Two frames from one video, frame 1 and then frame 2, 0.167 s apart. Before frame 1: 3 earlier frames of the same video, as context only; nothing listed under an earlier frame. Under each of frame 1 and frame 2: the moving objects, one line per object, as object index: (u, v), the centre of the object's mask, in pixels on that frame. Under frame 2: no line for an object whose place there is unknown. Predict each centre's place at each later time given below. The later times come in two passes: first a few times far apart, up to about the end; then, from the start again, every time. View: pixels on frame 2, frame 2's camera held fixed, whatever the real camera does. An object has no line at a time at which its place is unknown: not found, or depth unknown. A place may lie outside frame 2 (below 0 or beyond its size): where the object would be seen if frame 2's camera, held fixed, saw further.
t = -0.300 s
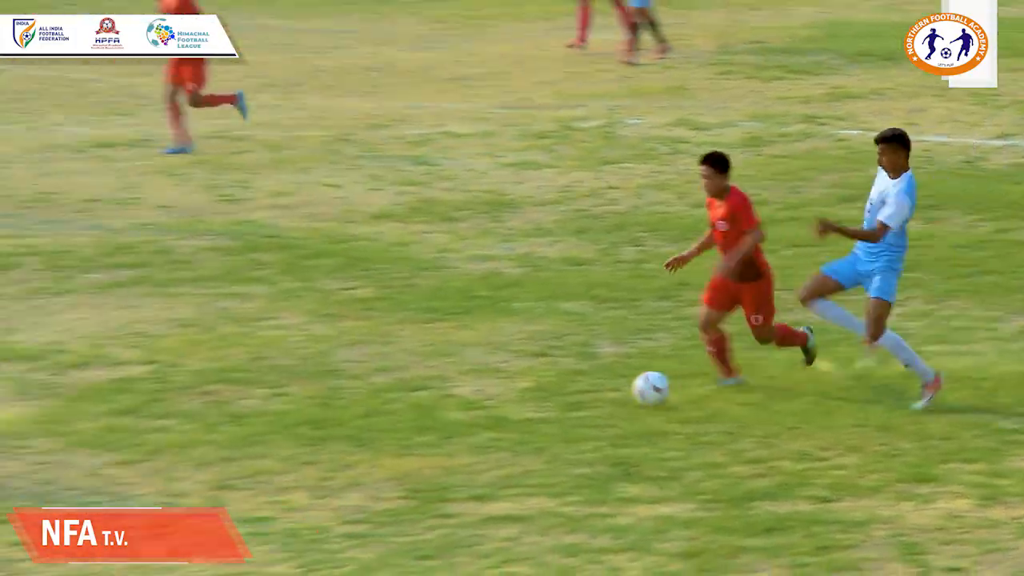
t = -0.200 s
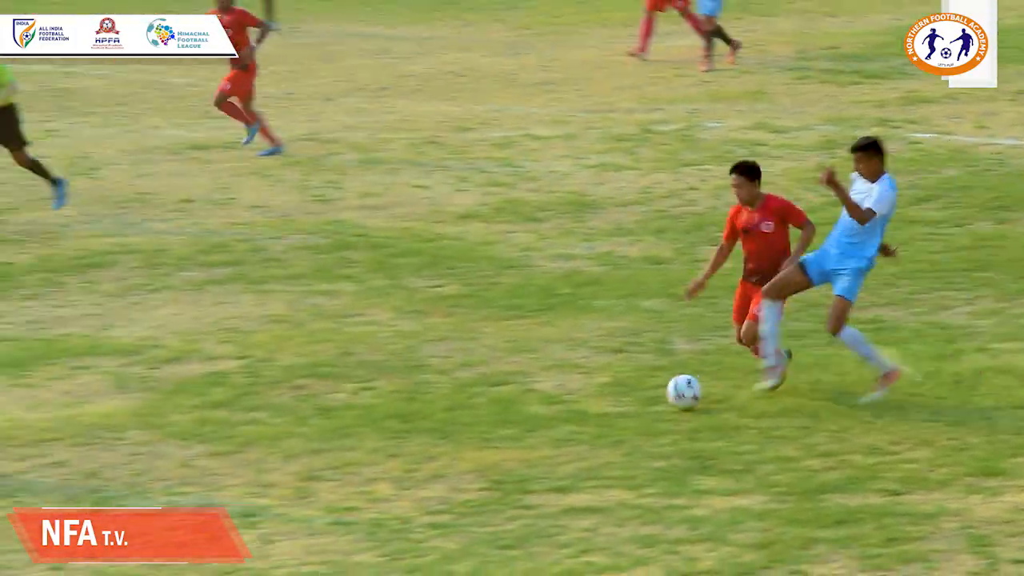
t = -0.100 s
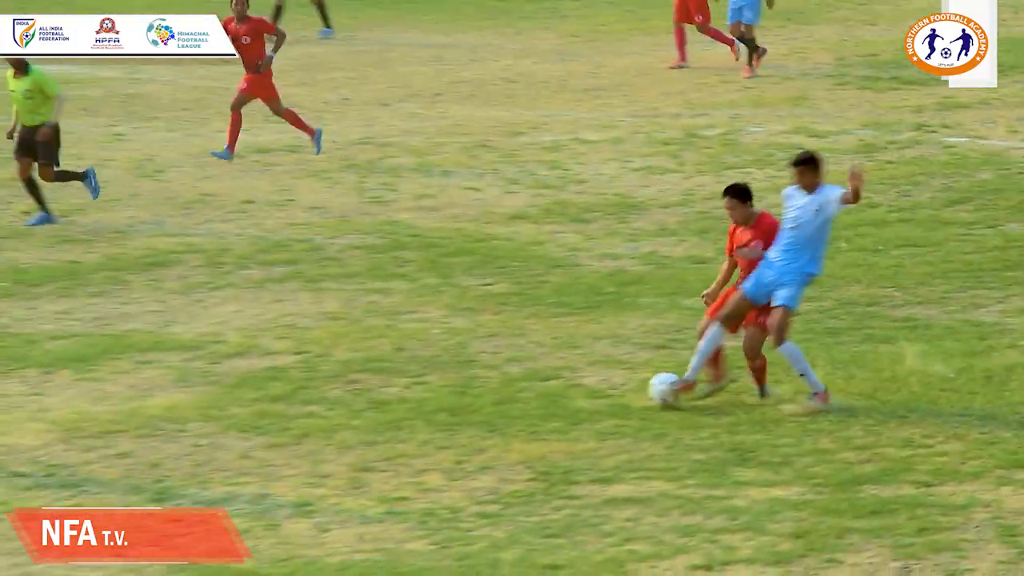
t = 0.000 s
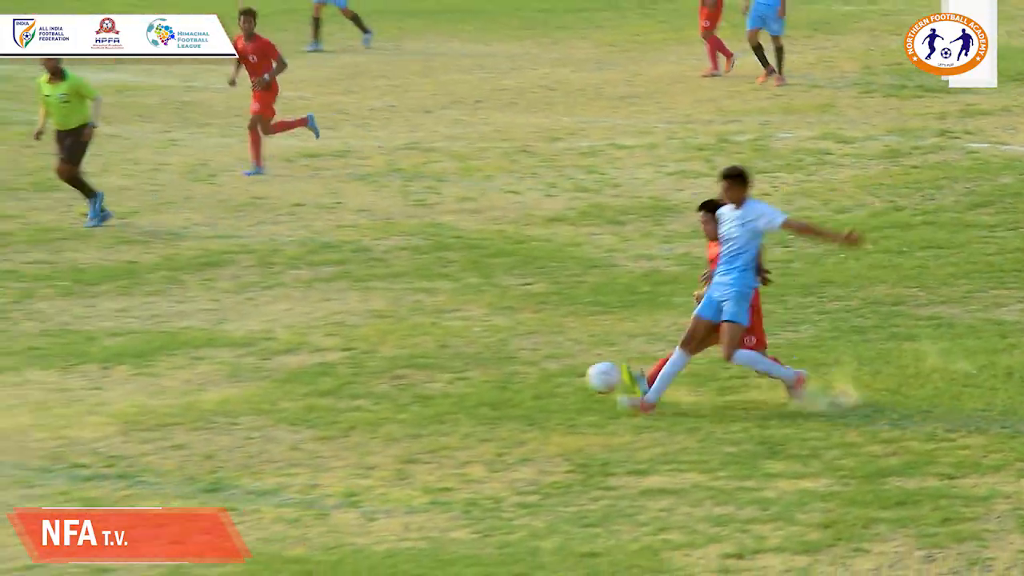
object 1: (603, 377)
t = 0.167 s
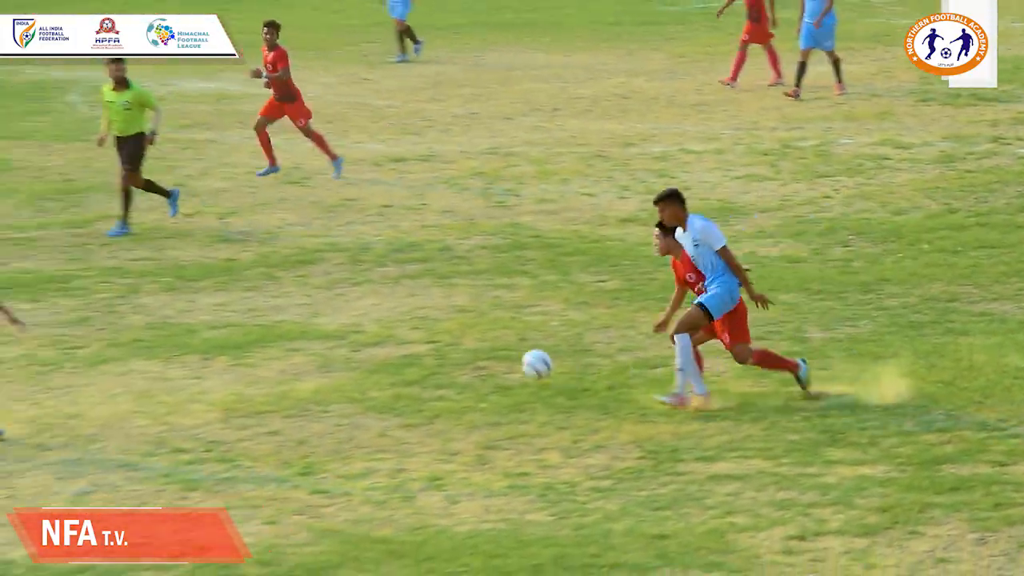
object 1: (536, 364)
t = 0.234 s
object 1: (491, 355)
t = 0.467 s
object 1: (343, 366)
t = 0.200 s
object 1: (513, 358)
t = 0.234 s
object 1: (491, 355)
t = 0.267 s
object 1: (470, 353)
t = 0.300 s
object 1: (448, 351)
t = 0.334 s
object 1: (426, 351)
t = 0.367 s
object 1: (405, 354)
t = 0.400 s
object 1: (385, 357)
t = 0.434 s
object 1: (363, 362)
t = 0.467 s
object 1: (343, 366)
